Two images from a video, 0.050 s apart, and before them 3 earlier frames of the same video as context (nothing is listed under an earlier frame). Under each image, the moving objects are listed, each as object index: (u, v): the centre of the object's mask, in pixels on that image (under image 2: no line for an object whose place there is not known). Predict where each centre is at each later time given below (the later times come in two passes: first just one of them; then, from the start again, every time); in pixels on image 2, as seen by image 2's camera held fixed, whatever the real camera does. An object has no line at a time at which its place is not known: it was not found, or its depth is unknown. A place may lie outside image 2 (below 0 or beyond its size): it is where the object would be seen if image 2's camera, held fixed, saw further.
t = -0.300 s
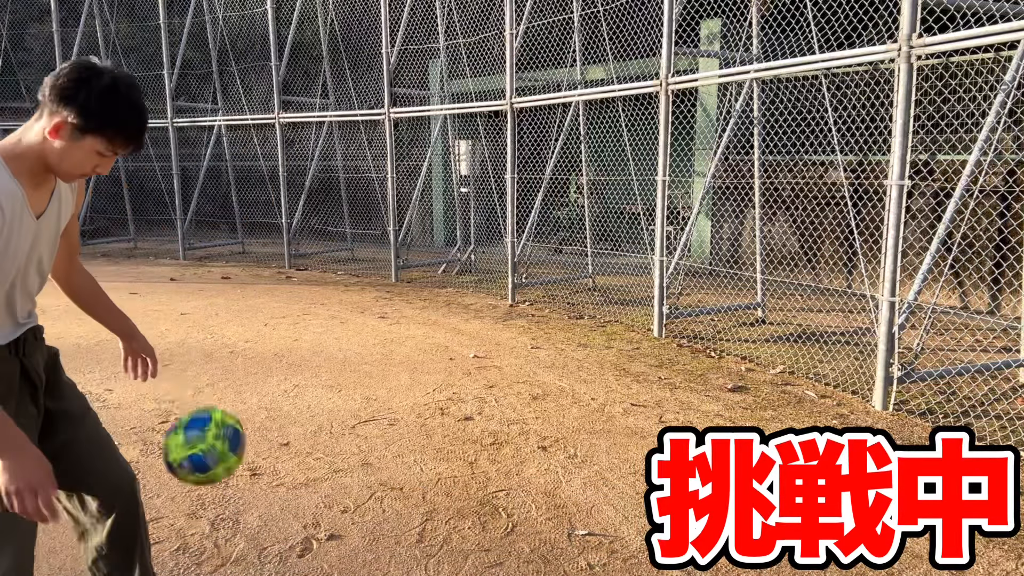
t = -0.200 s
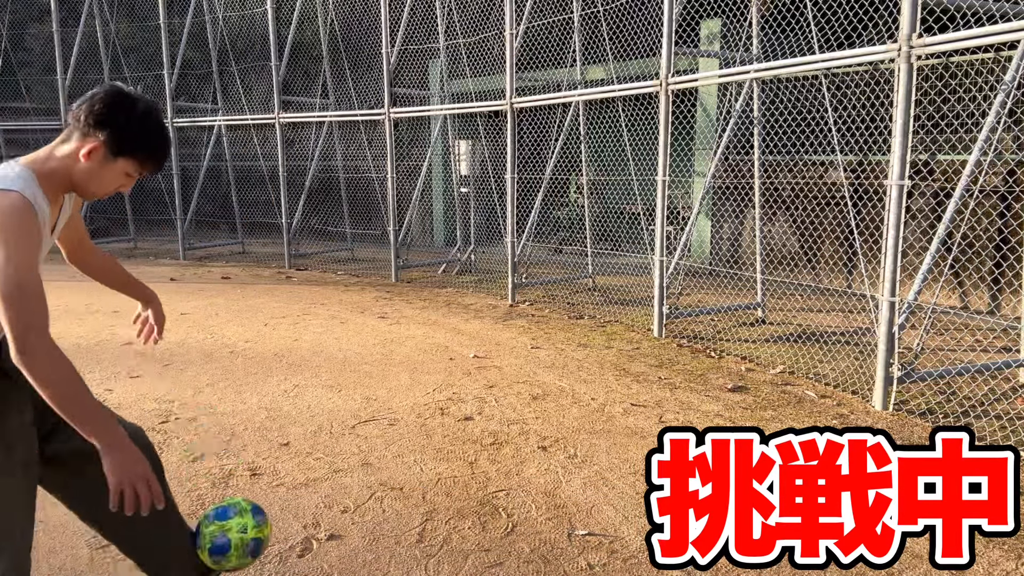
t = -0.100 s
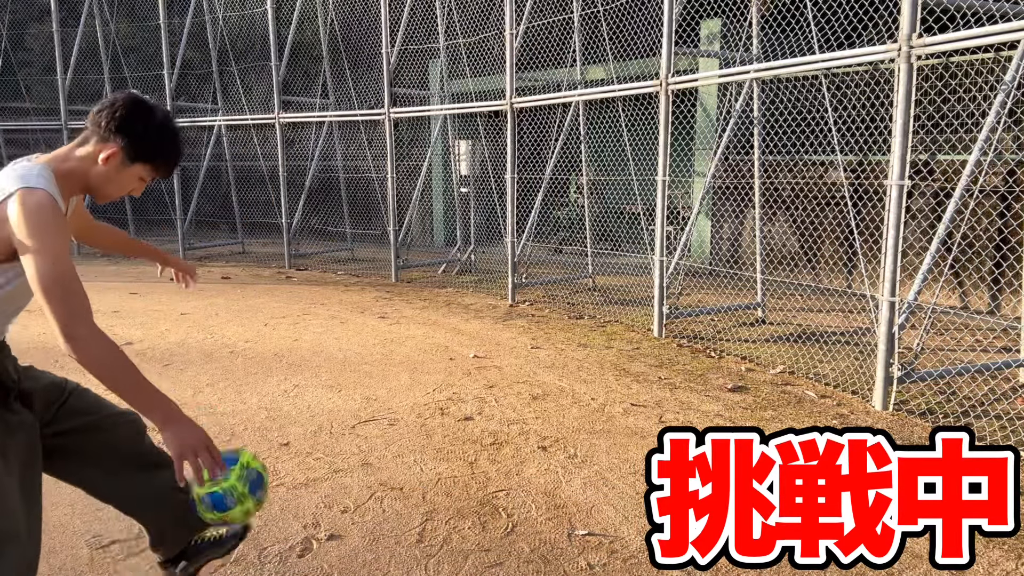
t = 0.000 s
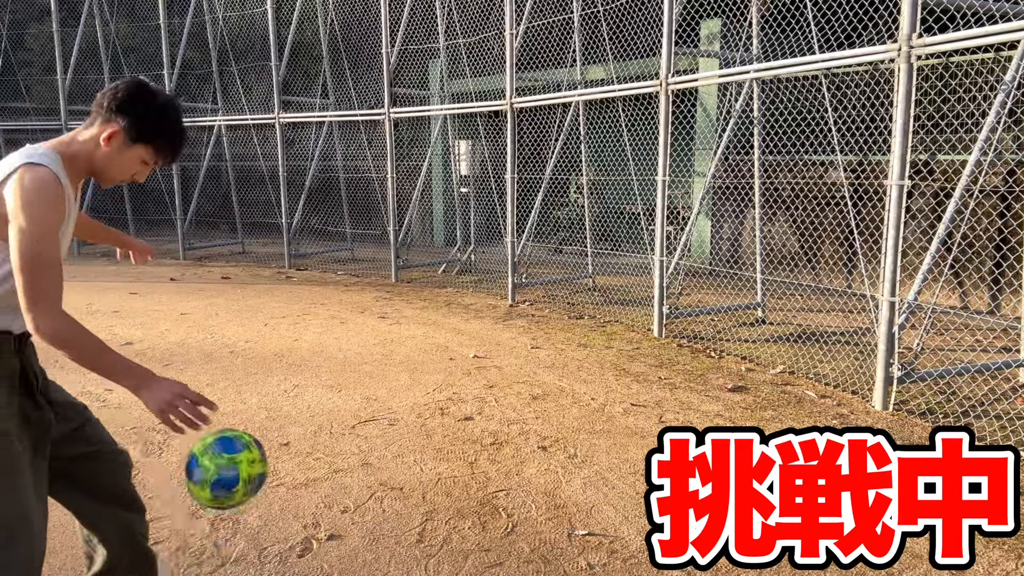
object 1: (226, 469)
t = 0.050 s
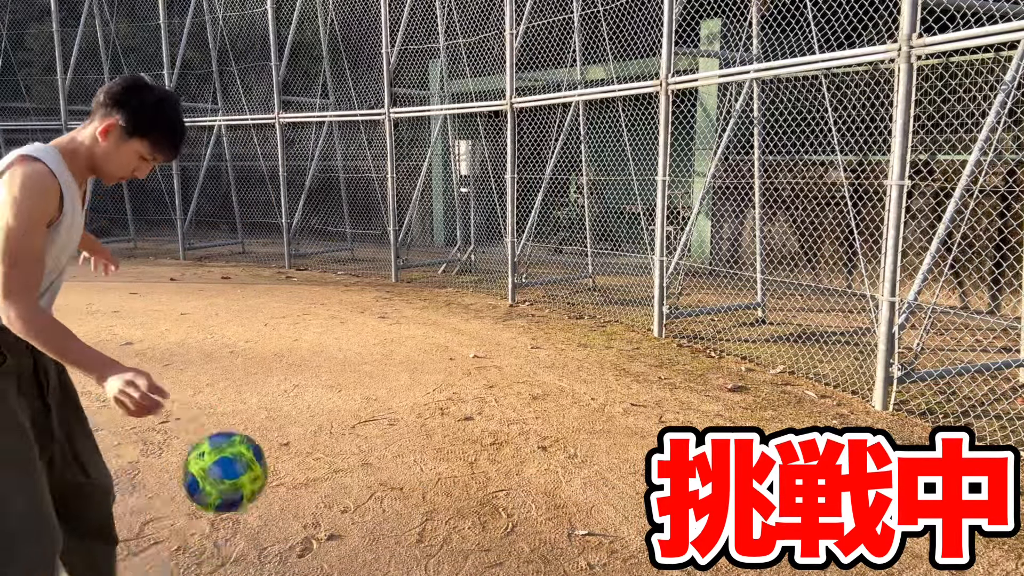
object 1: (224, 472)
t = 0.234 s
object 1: (228, 554)
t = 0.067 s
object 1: (224, 476)
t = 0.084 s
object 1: (224, 480)
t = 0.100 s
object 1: (223, 486)
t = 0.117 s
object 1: (224, 493)
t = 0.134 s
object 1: (224, 500)
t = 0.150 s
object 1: (224, 509)
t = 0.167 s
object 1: (224, 519)
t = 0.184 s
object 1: (224, 531)
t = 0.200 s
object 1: (225, 540)
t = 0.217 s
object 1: (226, 547)
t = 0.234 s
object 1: (228, 554)
